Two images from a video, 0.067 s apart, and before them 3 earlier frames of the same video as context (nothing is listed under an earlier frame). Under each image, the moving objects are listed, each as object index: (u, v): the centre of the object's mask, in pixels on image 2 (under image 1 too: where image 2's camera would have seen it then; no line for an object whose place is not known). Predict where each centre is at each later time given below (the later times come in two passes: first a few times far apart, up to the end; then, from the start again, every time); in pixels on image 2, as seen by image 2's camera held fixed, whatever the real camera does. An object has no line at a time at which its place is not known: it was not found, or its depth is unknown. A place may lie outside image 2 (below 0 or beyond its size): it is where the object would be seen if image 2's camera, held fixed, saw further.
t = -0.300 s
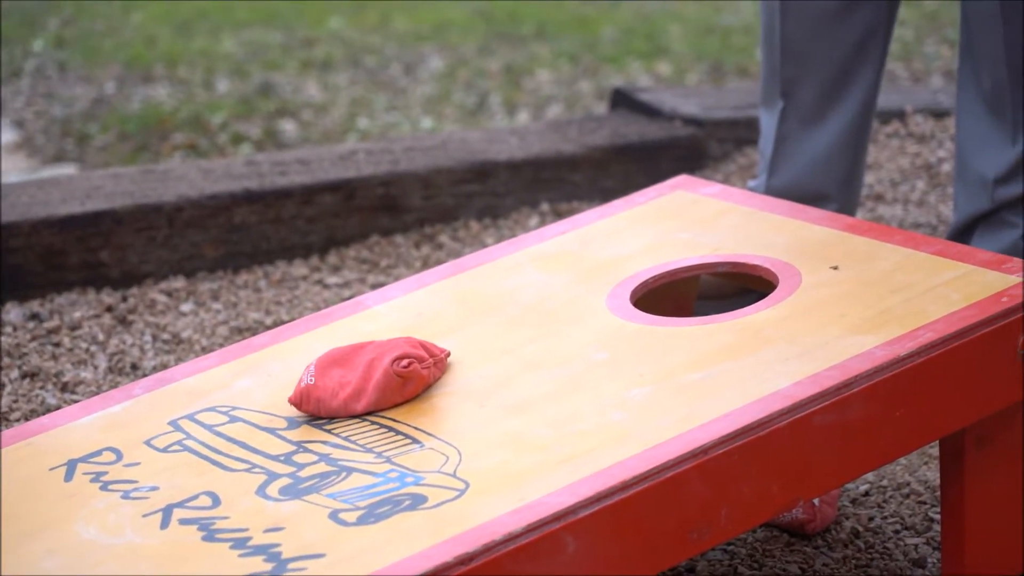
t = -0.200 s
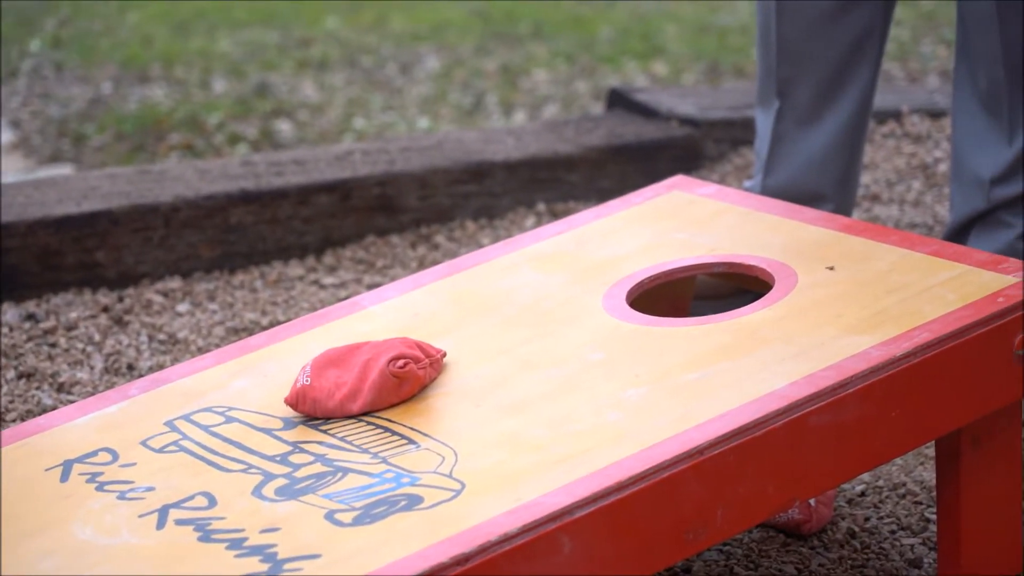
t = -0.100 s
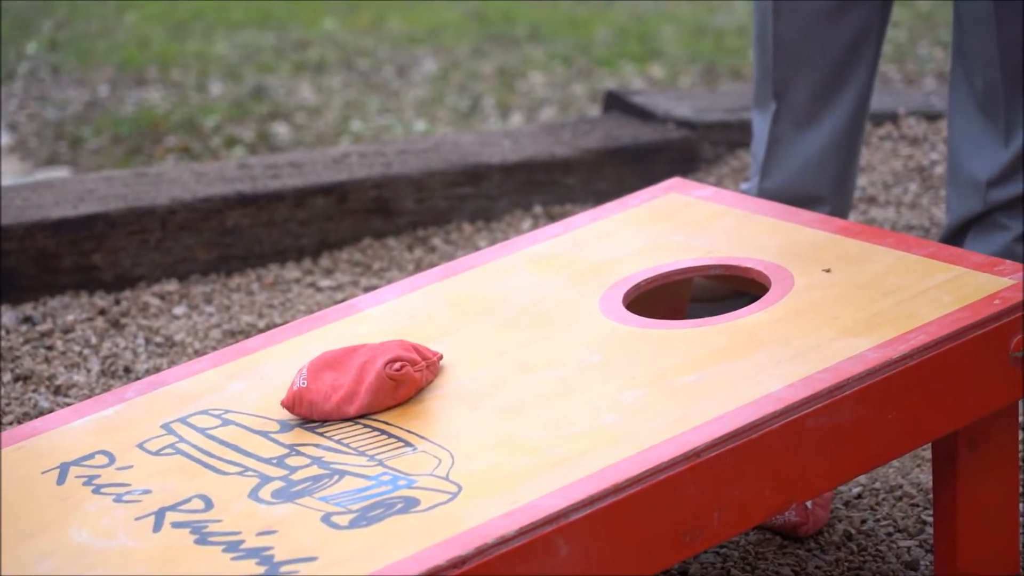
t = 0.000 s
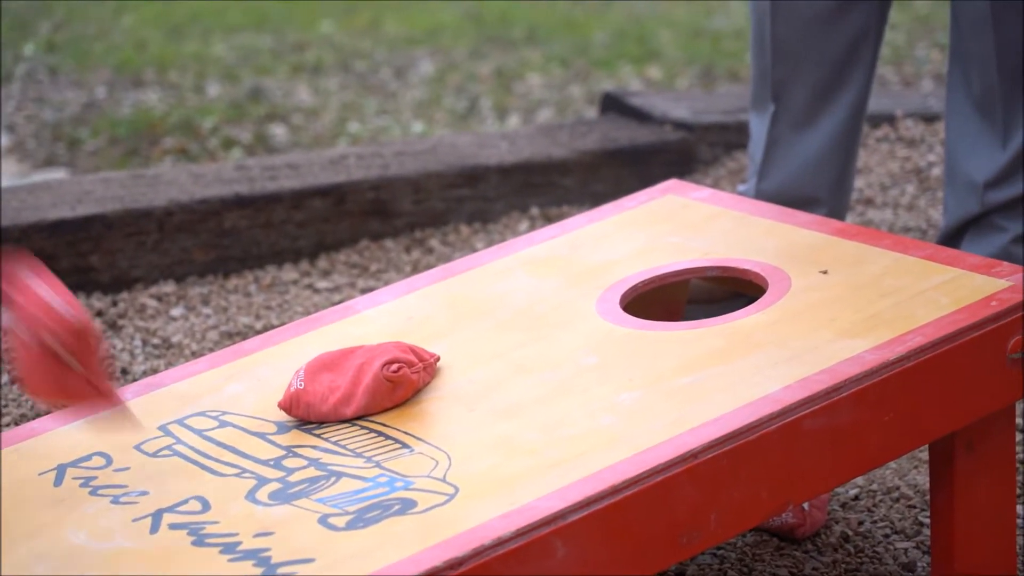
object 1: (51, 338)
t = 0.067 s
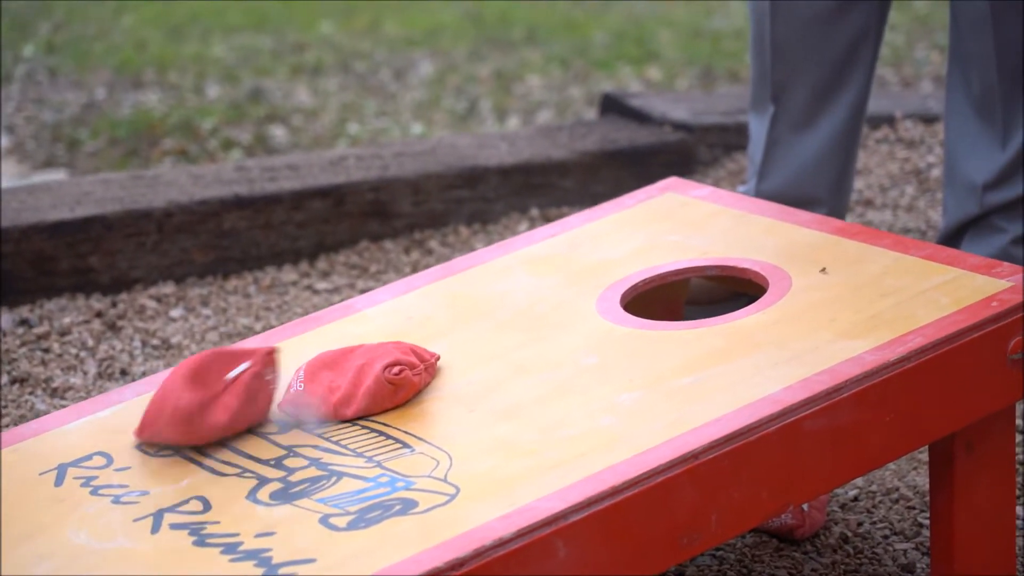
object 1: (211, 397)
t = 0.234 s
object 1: (284, 343)
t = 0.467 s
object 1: (274, 341)
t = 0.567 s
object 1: (274, 341)
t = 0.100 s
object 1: (233, 379)
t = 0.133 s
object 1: (252, 360)
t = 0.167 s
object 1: (269, 346)
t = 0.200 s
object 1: (281, 340)
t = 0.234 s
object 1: (284, 343)
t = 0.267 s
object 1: (289, 334)
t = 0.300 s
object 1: (285, 326)
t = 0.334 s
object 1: (280, 325)
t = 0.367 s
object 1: (276, 330)
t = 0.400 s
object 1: (274, 336)
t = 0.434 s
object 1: (274, 340)
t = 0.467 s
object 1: (274, 341)
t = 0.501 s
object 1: (274, 341)
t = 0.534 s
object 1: (274, 341)
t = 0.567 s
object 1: (274, 341)
